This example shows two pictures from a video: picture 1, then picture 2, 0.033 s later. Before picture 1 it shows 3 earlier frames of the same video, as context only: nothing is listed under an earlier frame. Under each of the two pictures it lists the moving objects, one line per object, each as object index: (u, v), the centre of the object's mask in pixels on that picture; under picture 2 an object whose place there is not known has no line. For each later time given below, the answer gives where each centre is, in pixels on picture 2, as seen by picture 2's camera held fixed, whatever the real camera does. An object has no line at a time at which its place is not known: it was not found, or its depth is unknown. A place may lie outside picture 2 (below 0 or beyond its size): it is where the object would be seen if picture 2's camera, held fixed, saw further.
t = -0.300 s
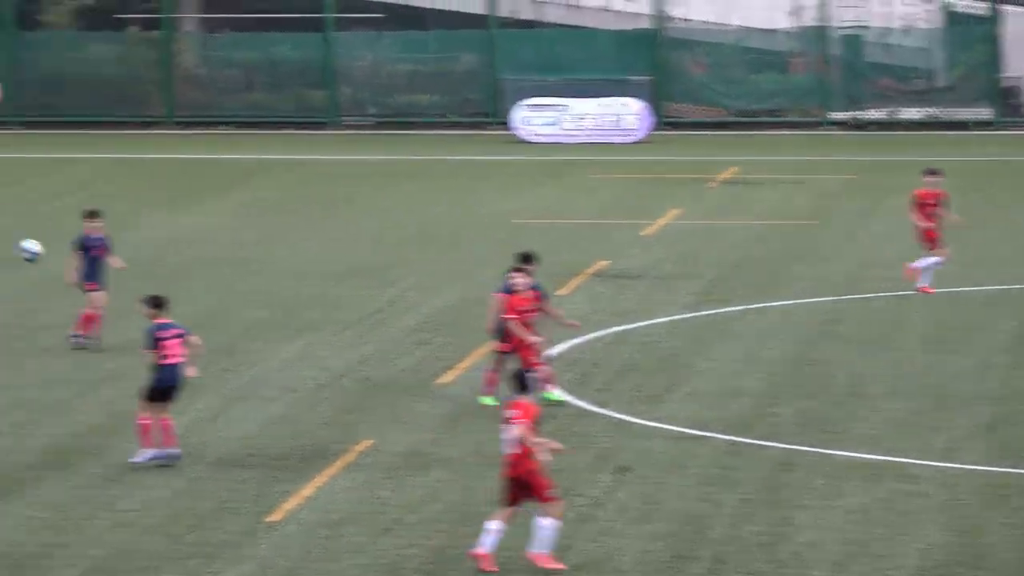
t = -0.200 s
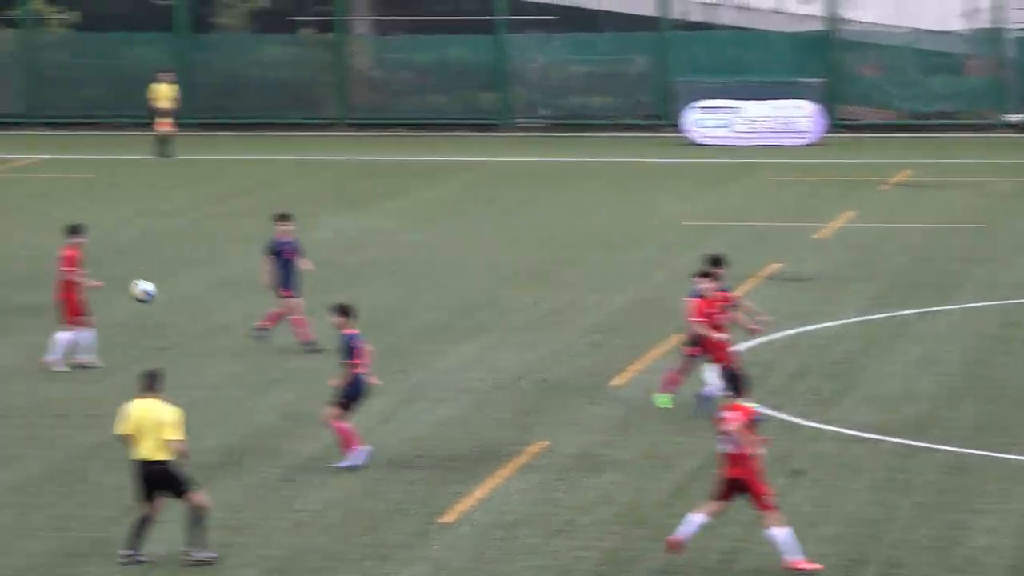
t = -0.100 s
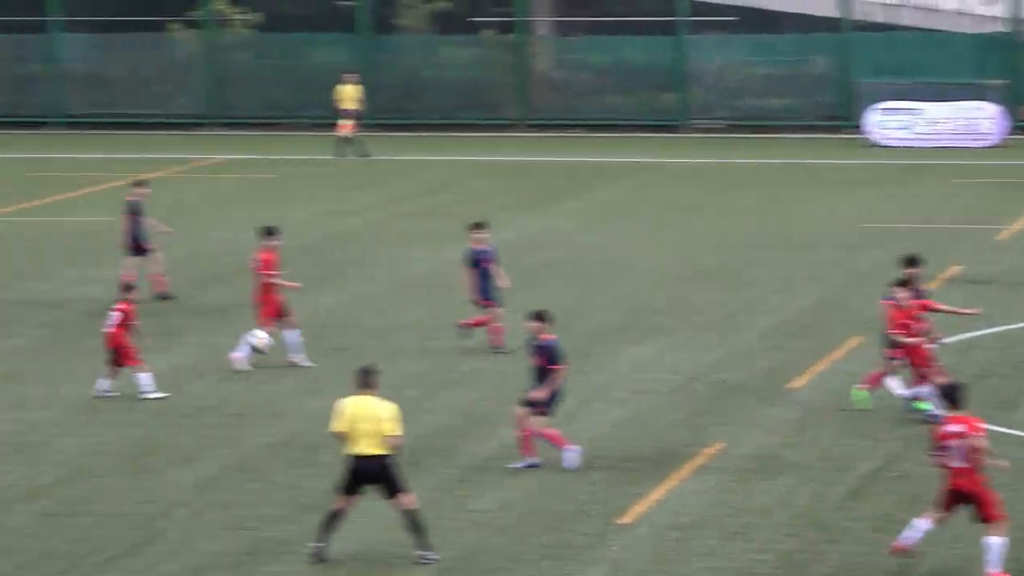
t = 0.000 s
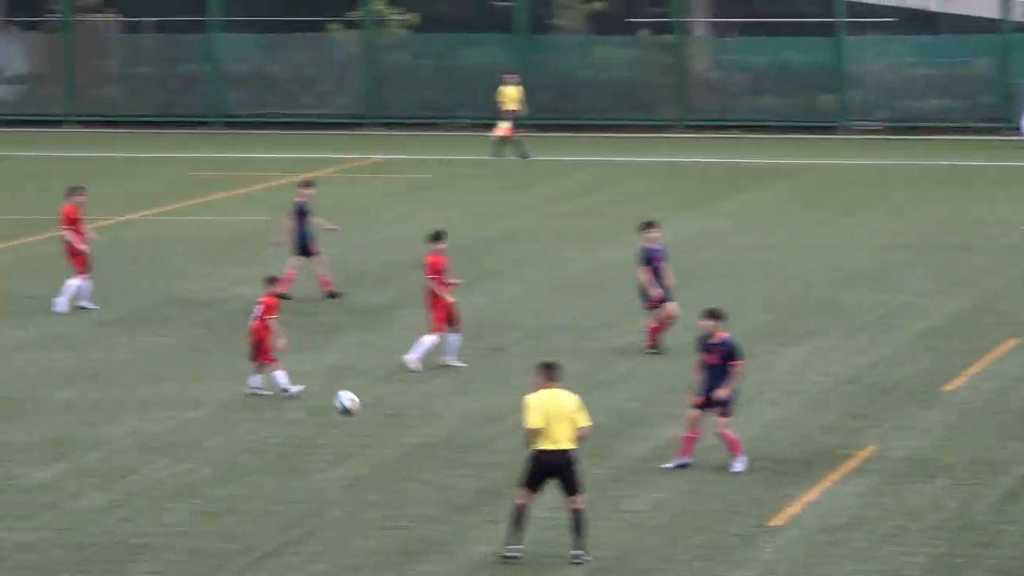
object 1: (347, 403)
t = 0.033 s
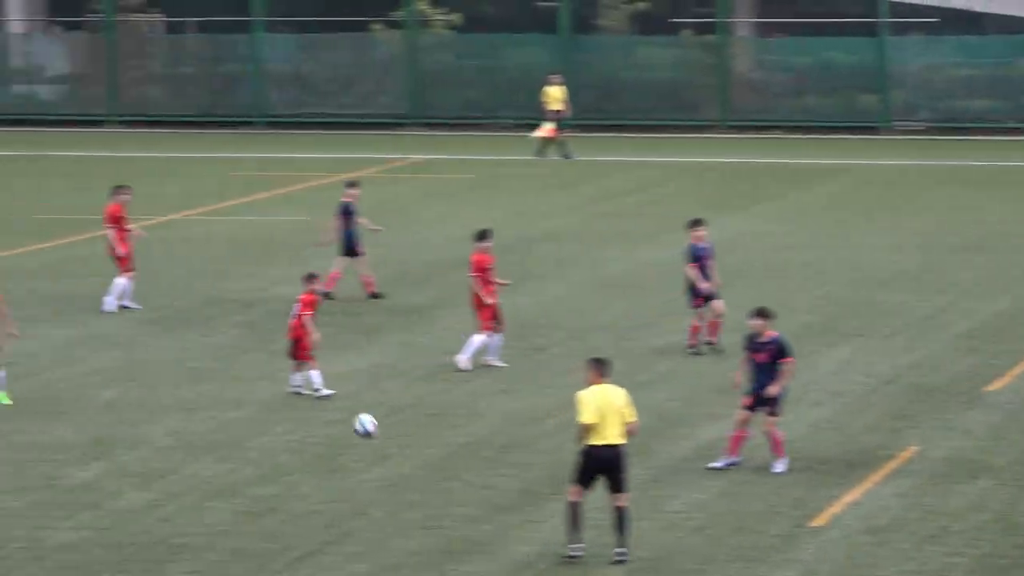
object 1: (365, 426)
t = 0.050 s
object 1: (356, 437)
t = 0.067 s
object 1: (347, 449)
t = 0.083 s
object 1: (337, 462)
